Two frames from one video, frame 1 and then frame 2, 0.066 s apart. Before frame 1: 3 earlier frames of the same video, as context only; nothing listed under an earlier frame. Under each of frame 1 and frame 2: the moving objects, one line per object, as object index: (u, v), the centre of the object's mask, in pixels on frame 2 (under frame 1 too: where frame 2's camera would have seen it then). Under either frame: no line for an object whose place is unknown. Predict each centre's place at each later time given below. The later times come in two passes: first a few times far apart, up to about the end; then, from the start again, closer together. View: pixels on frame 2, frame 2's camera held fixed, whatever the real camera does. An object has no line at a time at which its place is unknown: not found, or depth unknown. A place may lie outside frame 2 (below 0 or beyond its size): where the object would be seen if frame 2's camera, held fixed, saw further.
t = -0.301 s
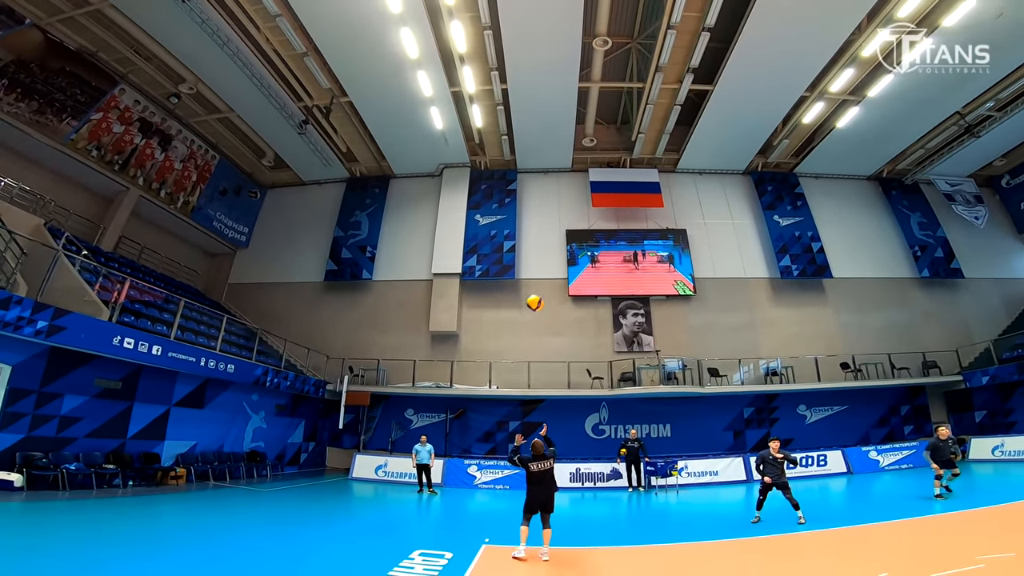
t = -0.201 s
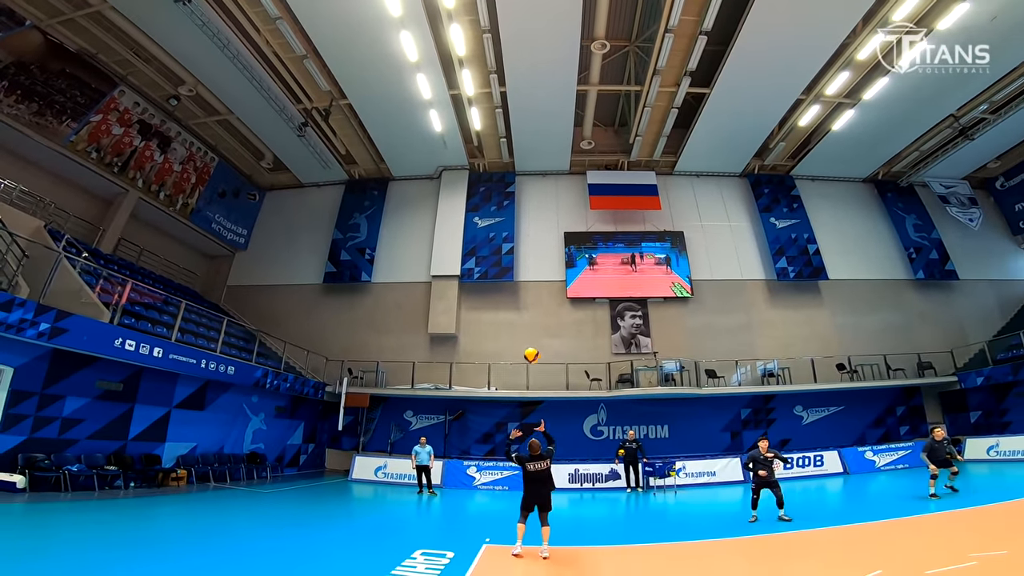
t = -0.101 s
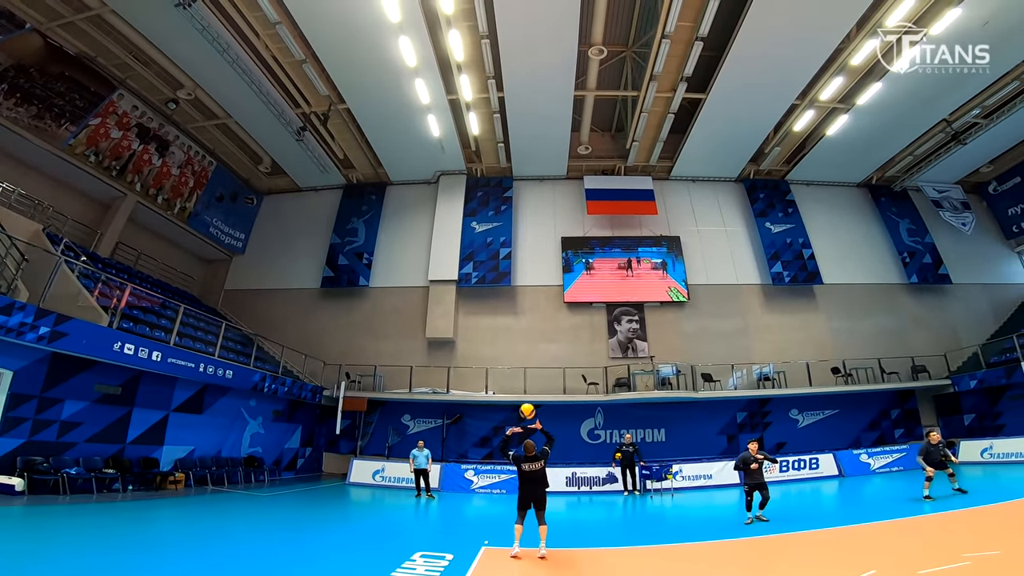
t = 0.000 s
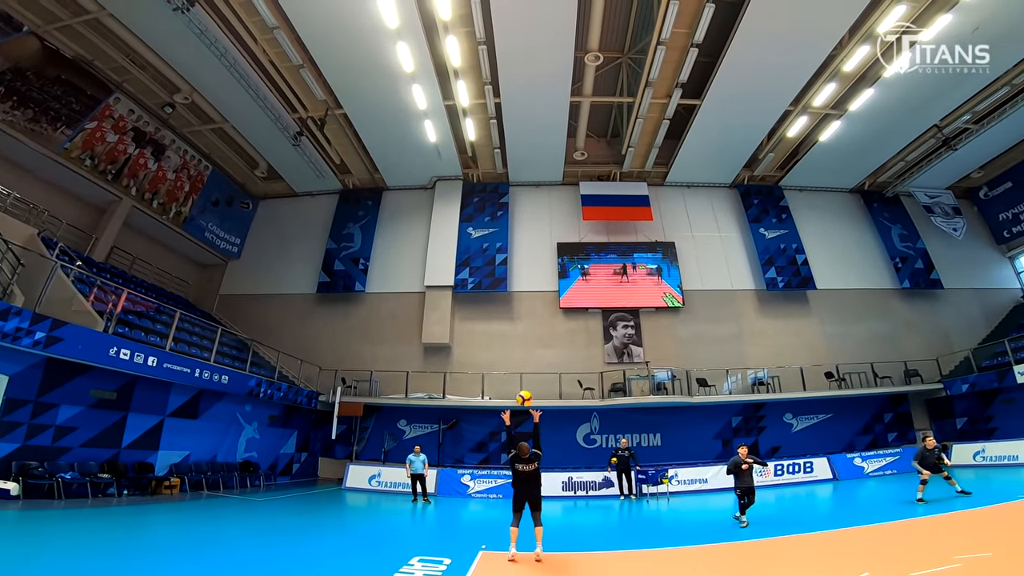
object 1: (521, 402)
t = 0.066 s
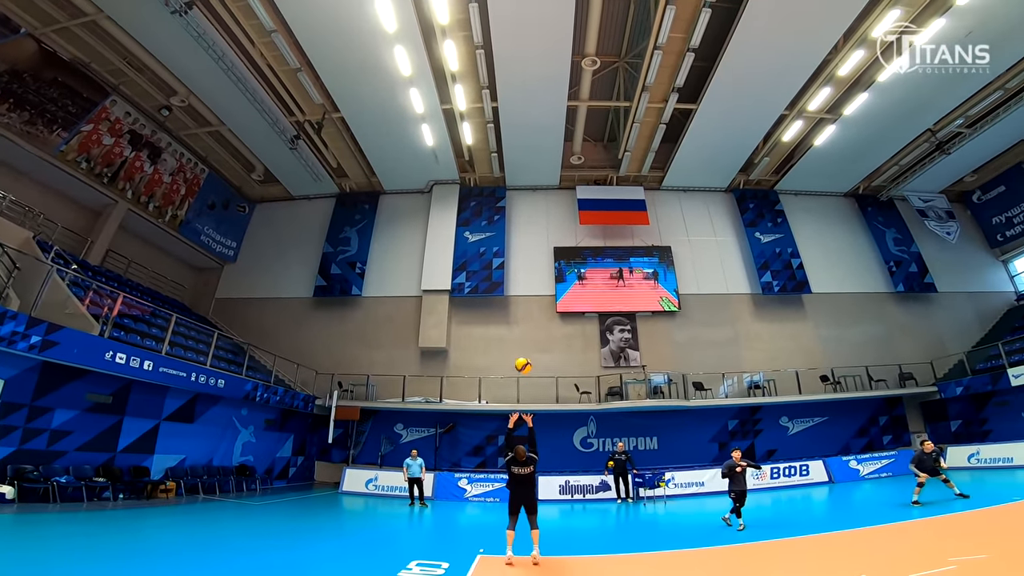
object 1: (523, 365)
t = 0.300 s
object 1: (534, 244)
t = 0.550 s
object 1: (551, 143)
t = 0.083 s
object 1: (523, 356)
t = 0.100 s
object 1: (524, 347)
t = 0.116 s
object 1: (525, 338)
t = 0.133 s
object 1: (526, 329)
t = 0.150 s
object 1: (527, 320)
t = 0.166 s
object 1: (527, 311)
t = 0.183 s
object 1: (528, 303)
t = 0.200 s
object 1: (528, 295)
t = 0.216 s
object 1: (529, 285)
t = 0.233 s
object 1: (530, 276)
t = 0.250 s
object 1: (531, 268)
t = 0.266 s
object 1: (532, 260)
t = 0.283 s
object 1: (533, 252)
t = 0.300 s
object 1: (534, 244)
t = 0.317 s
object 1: (535, 237)
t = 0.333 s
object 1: (535, 231)
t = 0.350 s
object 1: (536, 223)
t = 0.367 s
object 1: (538, 216)
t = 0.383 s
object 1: (539, 208)
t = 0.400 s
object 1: (540, 201)
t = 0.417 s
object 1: (541, 194)
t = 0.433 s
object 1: (542, 188)
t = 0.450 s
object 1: (544, 181)
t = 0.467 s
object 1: (546, 173)
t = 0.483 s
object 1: (546, 167)
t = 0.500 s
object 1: (548, 160)
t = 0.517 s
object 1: (549, 154)
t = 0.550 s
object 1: (551, 143)
